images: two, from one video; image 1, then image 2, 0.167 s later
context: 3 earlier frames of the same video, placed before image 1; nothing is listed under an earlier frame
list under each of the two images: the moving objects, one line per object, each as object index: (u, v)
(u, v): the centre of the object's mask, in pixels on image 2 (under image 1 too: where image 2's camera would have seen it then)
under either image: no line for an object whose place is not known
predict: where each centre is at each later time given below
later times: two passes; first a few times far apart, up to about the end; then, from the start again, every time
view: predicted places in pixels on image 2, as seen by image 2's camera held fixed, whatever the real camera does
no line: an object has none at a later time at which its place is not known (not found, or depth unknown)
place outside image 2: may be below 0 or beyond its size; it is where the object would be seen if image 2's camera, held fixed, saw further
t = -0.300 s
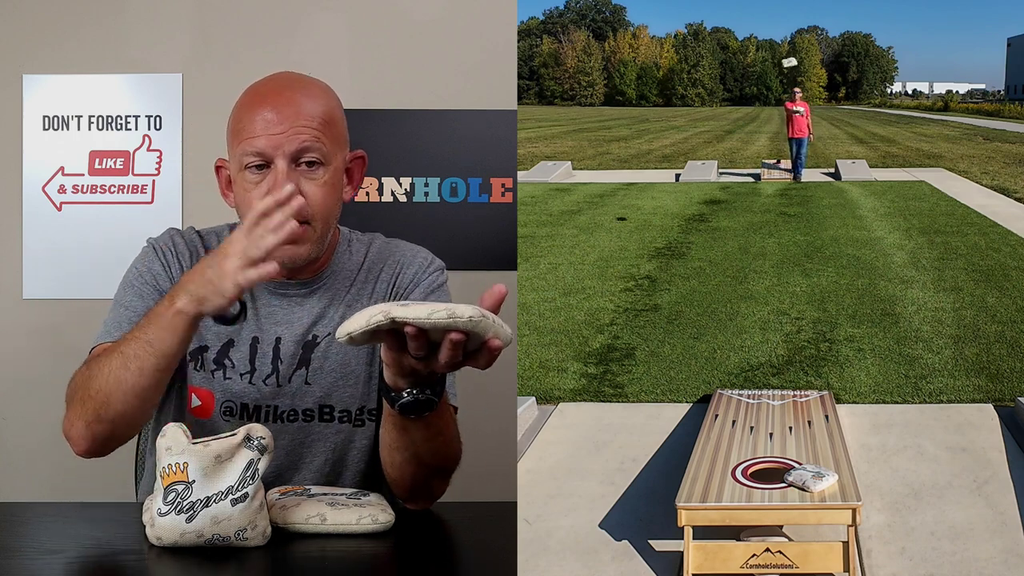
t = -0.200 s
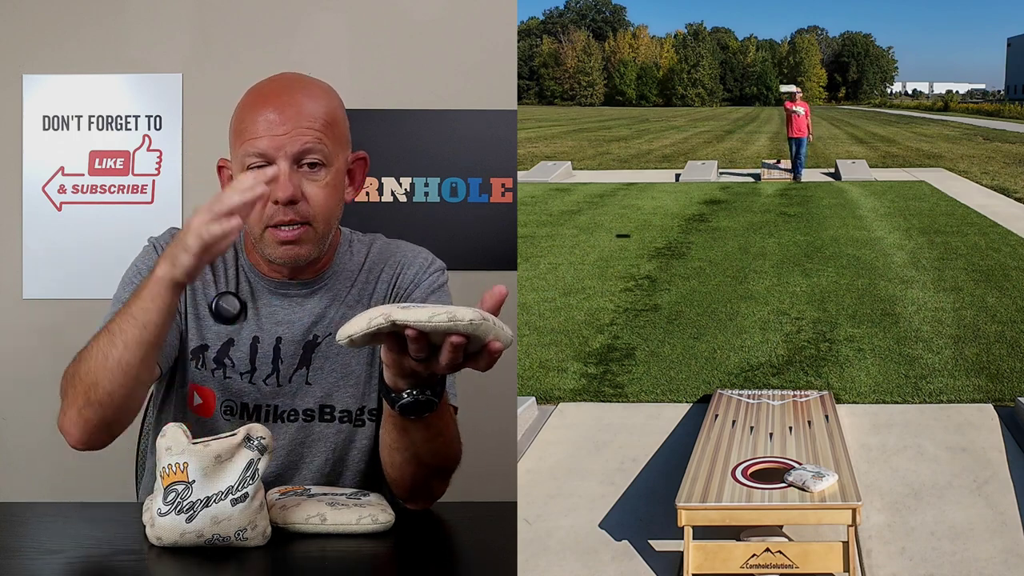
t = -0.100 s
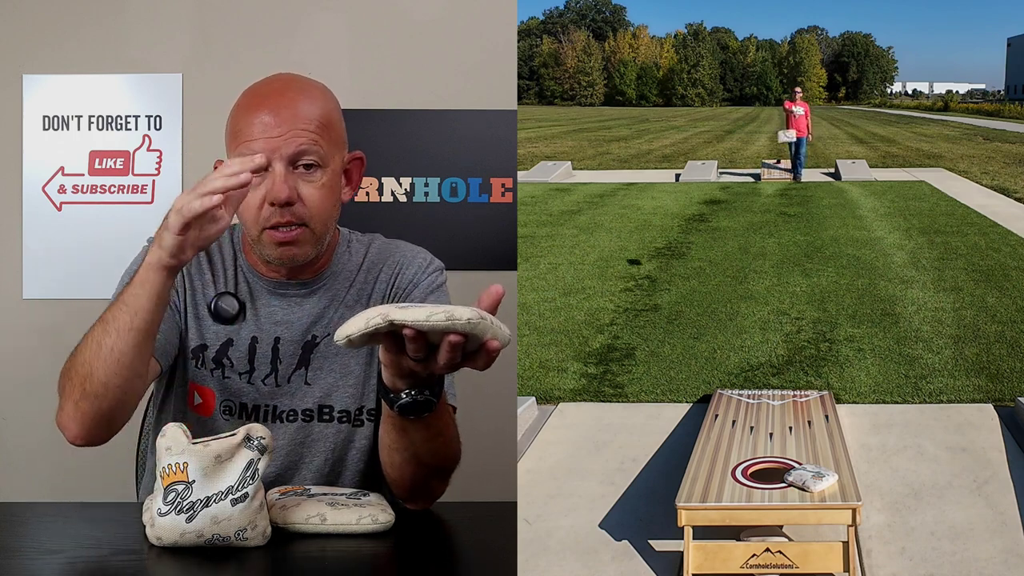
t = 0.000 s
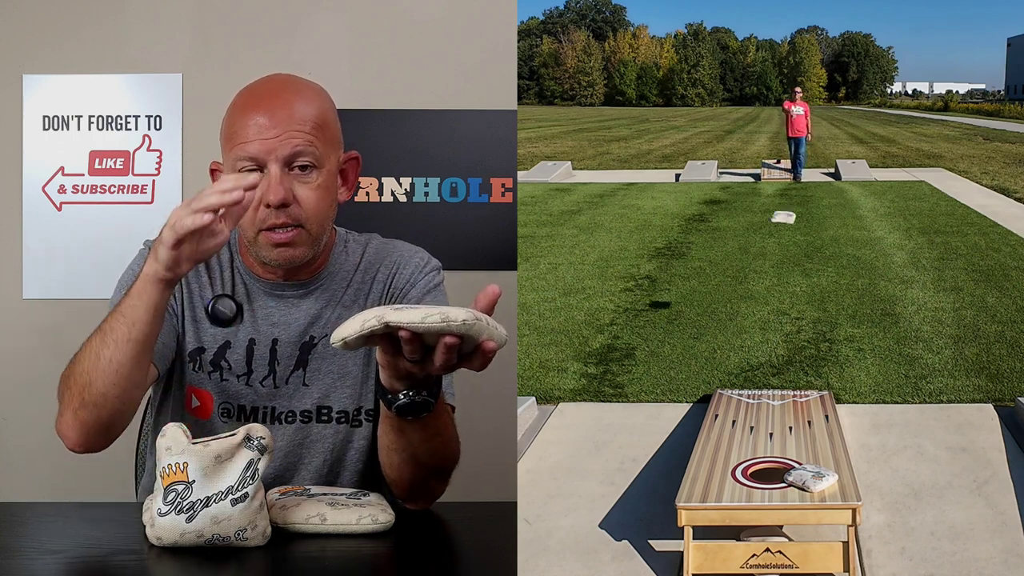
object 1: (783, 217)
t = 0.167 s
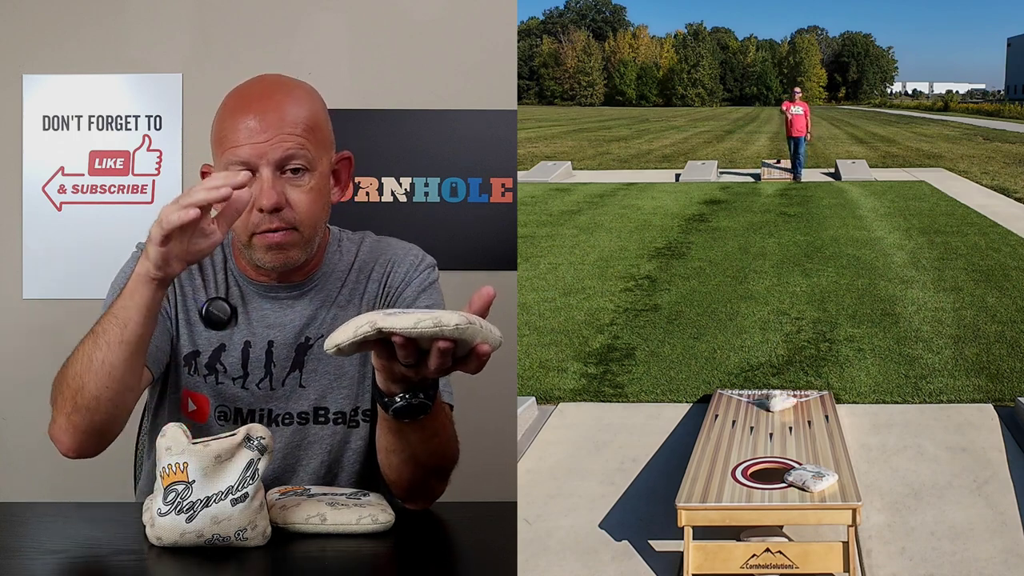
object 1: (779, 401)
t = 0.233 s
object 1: (780, 415)
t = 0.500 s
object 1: (783, 458)
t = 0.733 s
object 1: (778, 469)
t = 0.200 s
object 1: (776, 407)
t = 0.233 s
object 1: (780, 415)
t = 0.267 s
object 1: (778, 424)
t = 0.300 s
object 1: (779, 430)
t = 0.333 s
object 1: (780, 436)
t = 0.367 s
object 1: (780, 442)
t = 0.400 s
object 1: (782, 447)
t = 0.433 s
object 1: (783, 450)
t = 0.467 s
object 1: (784, 455)
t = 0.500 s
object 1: (783, 458)
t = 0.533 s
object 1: (783, 461)
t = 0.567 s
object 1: (782, 464)
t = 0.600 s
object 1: (783, 464)
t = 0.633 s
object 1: (783, 465)
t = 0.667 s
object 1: (782, 465)
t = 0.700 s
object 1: (780, 467)
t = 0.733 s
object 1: (778, 469)
